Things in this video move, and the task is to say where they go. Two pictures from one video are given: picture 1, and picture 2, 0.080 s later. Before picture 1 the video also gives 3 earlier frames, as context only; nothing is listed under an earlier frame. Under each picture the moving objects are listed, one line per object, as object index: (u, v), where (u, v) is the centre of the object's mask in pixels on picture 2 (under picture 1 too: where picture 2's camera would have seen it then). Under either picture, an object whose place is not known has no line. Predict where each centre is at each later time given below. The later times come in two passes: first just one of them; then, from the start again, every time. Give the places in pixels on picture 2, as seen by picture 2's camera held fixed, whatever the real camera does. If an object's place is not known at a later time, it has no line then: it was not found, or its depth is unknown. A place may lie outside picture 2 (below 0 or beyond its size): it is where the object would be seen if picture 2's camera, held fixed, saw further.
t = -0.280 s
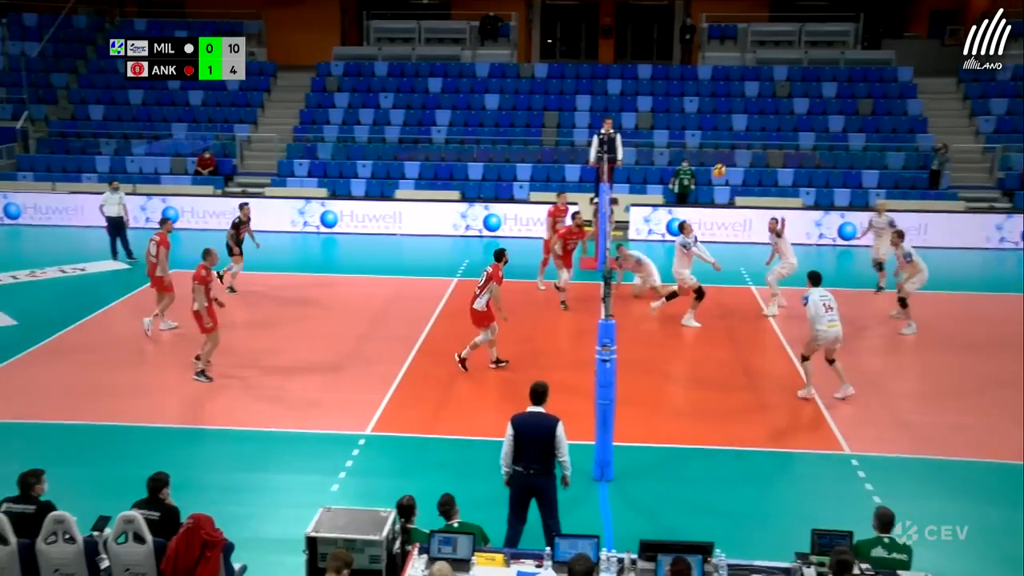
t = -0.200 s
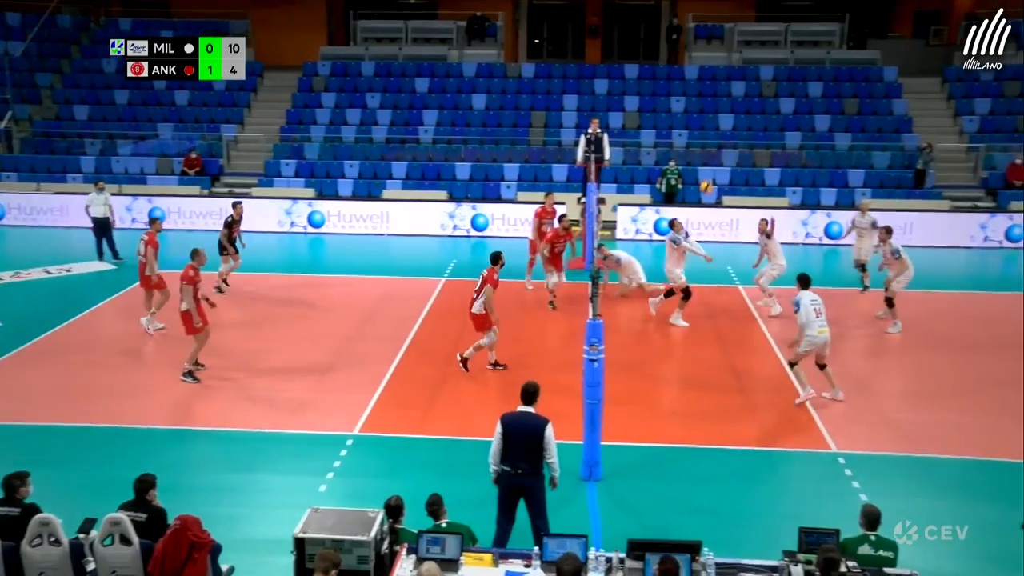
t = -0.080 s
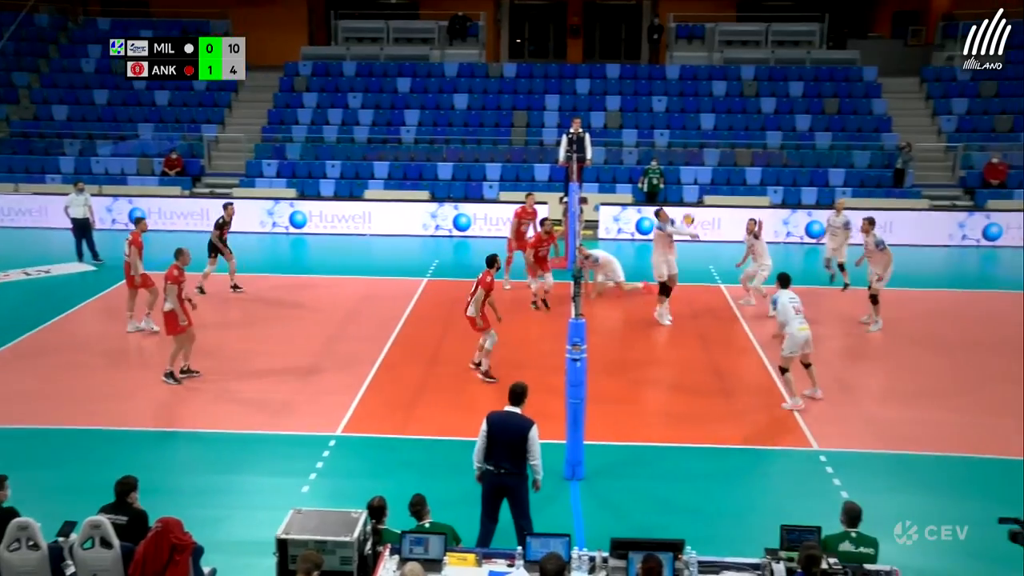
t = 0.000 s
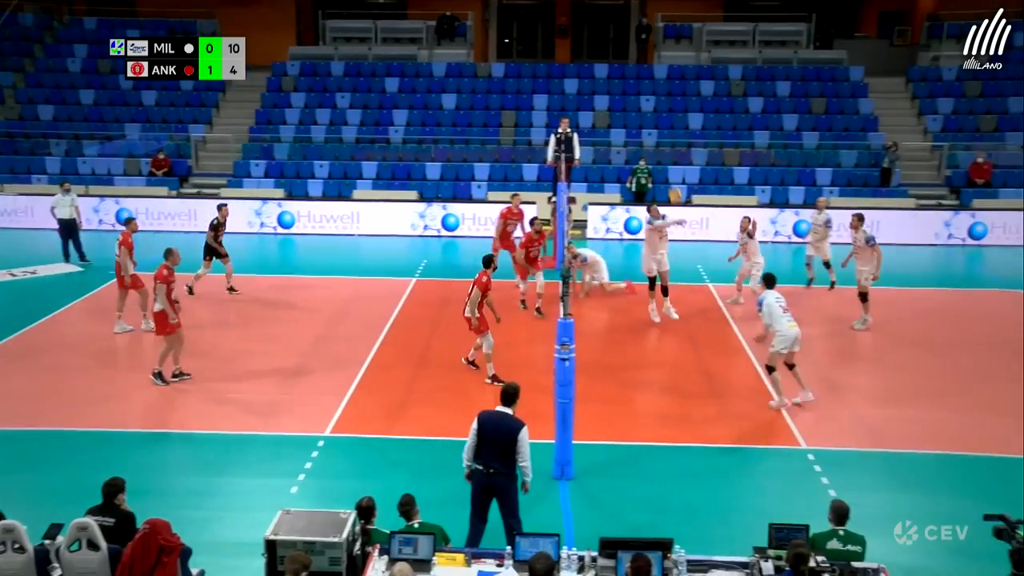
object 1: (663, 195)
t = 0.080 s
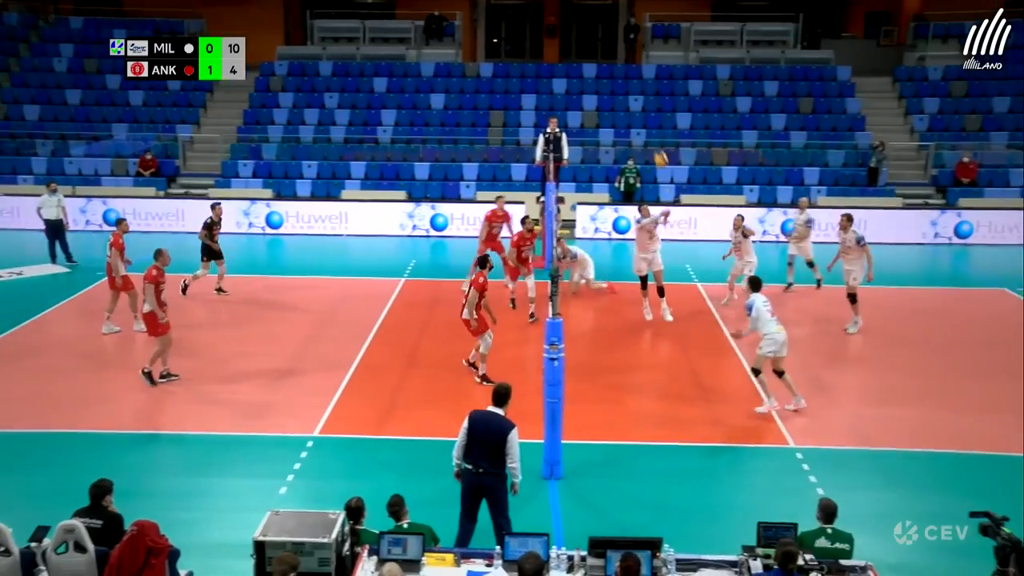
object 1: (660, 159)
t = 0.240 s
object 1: (656, 99)
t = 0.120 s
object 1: (659, 142)
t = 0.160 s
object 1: (658, 127)
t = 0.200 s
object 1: (657, 112)
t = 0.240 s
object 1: (656, 99)
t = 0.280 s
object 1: (655, 86)
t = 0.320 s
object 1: (653, 74)
